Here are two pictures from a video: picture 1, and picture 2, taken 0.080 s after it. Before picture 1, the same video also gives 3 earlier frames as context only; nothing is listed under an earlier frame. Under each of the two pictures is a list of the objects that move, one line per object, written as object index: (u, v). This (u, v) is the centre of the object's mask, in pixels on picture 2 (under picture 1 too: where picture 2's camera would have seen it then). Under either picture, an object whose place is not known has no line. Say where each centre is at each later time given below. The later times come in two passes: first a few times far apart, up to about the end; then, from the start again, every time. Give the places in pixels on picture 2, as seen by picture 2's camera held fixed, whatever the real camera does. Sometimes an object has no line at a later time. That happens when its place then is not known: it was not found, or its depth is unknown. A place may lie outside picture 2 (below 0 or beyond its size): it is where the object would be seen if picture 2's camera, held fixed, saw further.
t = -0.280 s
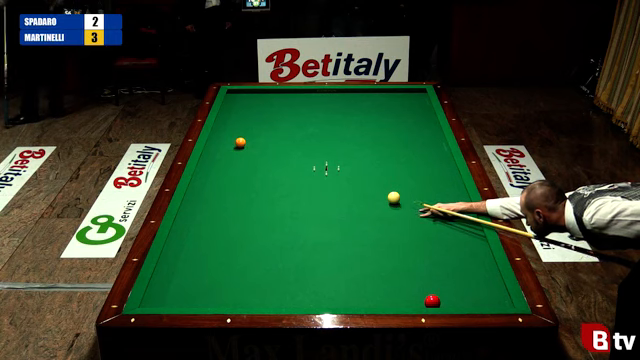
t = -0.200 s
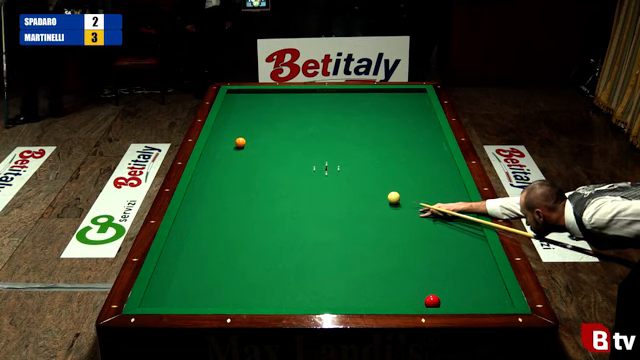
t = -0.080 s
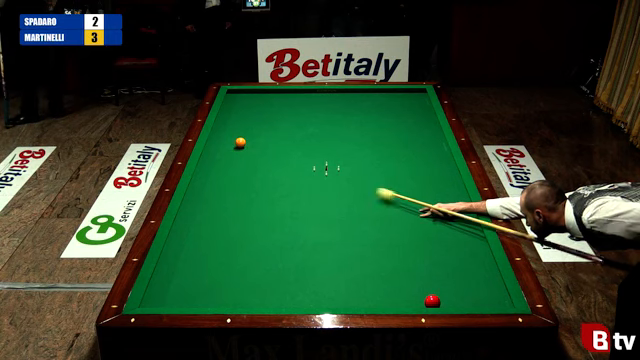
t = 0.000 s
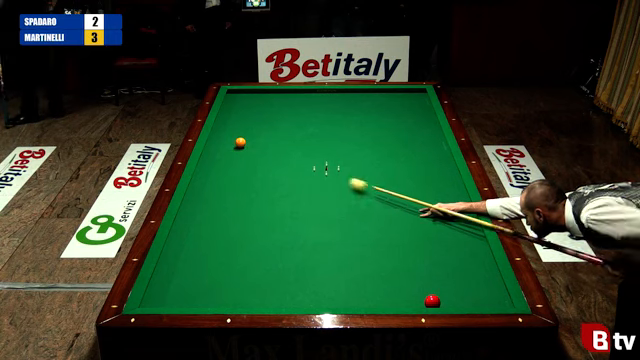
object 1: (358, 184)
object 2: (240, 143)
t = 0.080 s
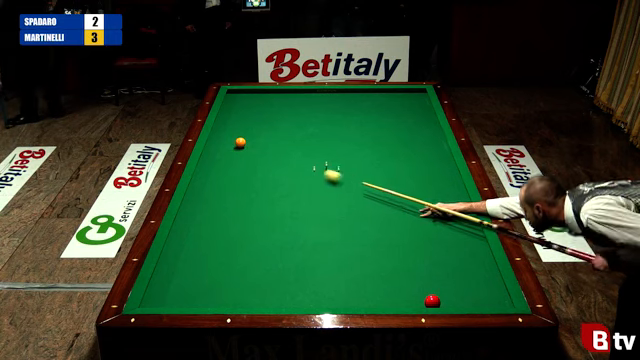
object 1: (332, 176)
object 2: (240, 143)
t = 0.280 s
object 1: (277, 156)
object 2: (240, 143)
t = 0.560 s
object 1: (235, 146)
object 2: (216, 130)
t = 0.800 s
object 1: (214, 145)
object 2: (247, 119)
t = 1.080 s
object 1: (224, 142)
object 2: (276, 110)
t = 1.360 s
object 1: (240, 139)
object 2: (302, 102)
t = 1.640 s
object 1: (255, 137)
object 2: (327, 93)
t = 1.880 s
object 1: (267, 135)
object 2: (346, 92)
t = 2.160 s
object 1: (280, 133)
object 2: (368, 96)
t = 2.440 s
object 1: (293, 131)
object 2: (391, 100)
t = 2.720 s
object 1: (306, 129)
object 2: (413, 105)
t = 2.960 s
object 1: (316, 128)
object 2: (426, 109)
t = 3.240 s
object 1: (327, 127)
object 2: (416, 114)
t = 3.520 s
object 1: (337, 125)
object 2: (406, 118)
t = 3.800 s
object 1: (347, 124)
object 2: (395, 124)
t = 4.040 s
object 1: (355, 122)
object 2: (386, 128)
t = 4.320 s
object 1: (364, 122)
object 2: (376, 133)
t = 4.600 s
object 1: (372, 121)
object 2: (365, 139)
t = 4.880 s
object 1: (380, 120)
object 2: (354, 144)
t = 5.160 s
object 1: (387, 119)
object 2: (343, 149)
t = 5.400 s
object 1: (393, 118)
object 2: (334, 154)
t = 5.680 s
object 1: (399, 117)
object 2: (324, 159)
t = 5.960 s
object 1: (405, 116)
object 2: (313, 164)
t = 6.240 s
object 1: (410, 116)
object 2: (302, 169)
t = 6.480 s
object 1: (414, 115)
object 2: (293, 174)
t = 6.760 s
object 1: (418, 115)
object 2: (282, 179)
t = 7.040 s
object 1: (422, 114)
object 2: (272, 183)
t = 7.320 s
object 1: (425, 114)
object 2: (261, 188)
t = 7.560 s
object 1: (427, 113)
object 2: (253, 193)
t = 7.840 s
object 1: (429, 113)
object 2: (243, 197)
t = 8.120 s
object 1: (430, 113)
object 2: (233, 202)
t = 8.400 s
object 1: (429, 113)
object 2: (223, 206)
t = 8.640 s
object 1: (428, 113)
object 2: (216, 210)
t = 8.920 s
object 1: (428, 113)
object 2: (207, 215)
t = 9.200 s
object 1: (428, 113)
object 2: (198, 219)
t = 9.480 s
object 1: (428, 113)
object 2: (190, 223)
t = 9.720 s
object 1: (428, 113)
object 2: (184, 226)
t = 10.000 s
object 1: (428, 113)
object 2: (177, 229)
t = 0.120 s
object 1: (320, 172)
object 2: (240, 143)
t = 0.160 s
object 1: (309, 167)
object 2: (240, 143)
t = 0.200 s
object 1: (298, 164)
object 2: (240, 143)
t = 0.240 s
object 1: (287, 160)
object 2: (240, 143)
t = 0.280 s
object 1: (277, 156)
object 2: (240, 143)
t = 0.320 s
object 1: (267, 153)
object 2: (240, 143)
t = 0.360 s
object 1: (257, 149)
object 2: (240, 143)
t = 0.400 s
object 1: (247, 146)
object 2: (239, 142)
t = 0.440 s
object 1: (243, 146)
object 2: (234, 139)
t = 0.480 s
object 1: (241, 146)
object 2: (228, 136)
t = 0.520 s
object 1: (238, 146)
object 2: (221, 133)
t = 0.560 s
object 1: (235, 146)
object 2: (216, 130)
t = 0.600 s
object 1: (232, 146)
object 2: (221, 127)
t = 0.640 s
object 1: (229, 146)
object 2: (227, 126)
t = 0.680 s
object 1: (225, 146)
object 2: (232, 124)
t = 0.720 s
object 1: (221, 145)
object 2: (237, 122)
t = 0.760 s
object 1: (217, 145)
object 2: (242, 121)
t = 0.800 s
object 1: (214, 145)
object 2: (247, 119)
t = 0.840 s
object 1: (211, 144)
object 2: (251, 118)
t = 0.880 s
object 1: (212, 144)
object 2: (255, 117)
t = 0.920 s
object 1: (215, 143)
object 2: (259, 115)
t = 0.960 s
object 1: (217, 143)
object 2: (264, 114)
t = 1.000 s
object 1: (219, 143)
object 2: (267, 113)
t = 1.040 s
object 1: (222, 142)
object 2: (272, 111)
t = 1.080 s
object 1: (224, 142)
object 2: (276, 110)
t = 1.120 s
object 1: (226, 142)
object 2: (279, 109)
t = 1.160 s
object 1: (229, 141)
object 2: (283, 108)
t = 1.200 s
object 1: (231, 141)
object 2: (287, 106)
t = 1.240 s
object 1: (233, 141)
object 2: (291, 105)
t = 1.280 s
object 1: (235, 140)
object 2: (295, 104)
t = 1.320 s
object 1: (237, 140)
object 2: (298, 103)
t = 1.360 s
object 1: (240, 139)
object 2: (302, 102)
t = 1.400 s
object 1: (242, 139)
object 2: (306, 100)
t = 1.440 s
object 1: (244, 139)
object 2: (309, 99)
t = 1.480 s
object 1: (246, 139)
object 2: (313, 98)
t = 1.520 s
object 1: (248, 138)
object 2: (317, 97)
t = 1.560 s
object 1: (250, 138)
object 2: (320, 96)
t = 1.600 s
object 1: (252, 138)
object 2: (324, 95)
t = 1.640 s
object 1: (255, 137)
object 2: (327, 93)
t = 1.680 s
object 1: (257, 137)
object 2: (330, 92)
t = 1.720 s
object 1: (259, 137)
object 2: (334, 92)
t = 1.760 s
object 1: (261, 136)
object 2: (337, 90)
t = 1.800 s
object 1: (263, 136)
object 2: (340, 91)
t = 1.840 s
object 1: (265, 136)
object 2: (343, 91)
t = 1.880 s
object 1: (267, 135)
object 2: (346, 92)
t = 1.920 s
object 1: (269, 135)
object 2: (349, 92)
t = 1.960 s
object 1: (271, 135)
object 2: (352, 93)
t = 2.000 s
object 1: (273, 135)
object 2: (356, 94)
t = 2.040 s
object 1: (275, 134)
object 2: (359, 94)
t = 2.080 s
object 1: (277, 134)
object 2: (362, 95)
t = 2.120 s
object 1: (278, 133)
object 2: (365, 96)
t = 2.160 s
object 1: (280, 133)
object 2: (368, 96)
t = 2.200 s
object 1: (283, 133)
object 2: (372, 97)
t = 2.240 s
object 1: (284, 133)
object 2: (374, 97)
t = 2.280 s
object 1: (286, 132)
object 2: (378, 98)
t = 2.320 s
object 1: (288, 132)
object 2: (381, 98)
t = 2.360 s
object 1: (290, 132)
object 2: (384, 99)
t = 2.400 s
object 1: (292, 132)
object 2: (387, 100)
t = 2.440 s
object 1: (293, 131)
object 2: (391, 100)
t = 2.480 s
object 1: (295, 131)
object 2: (394, 101)
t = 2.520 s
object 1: (297, 131)
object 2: (397, 102)
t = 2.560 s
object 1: (299, 130)
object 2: (400, 102)
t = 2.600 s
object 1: (301, 130)
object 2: (403, 103)
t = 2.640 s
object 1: (302, 130)
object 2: (406, 104)
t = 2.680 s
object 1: (304, 130)
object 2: (410, 104)
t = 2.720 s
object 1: (306, 129)
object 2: (413, 105)
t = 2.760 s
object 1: (307, 129)
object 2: (416, 106)
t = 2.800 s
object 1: (309, 129)
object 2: (419, 106)
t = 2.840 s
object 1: (311, 129)
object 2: (422, 107)
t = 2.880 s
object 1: (313, 129)
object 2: (425, 107)
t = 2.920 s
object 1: (314, 128)
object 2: (428, 108)
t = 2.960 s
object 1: (316, 128)
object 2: (426, 109)
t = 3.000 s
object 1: (317, 128)
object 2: (425, 109)
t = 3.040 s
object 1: (319, 128)
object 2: (423, 110)
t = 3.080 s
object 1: (321, 127)
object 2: (422, 111)
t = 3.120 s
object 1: (322, 127)
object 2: (420, 112)
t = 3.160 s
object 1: (324, 127)
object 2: (419, 112)
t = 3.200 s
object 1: (325, 127)
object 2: (417, 113)
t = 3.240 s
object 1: (327, 127)
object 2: (416, 114)
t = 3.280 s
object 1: (328, 126)
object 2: (414, 114)
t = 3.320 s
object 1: (330, 126)
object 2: (413, 115)
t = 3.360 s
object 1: (331, 126)
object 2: (412, 116)
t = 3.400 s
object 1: (333, 126)
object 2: (410, 117)
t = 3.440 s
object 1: (334, 125)
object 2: (409, 117)
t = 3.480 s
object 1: (336, 125)
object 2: (407, 118)
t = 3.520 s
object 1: (337, 125)
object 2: (406, 118)
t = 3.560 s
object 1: (339, 125)
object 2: (404, 119)
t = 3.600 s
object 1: (340, 125)
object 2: (403, 120)
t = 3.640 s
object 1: (342, 124)
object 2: (401, 121)
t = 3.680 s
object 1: (343, 124)
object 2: (400, 122)
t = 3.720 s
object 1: (344, 124)
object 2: (398, 122)
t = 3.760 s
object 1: (346, 124)
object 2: (397, 123)
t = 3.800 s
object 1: (347, 124)
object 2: (395, 124)
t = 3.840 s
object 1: (349, 123)
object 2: (394, 125)
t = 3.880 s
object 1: (350, 123)
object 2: (392, 125)
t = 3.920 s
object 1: (351, 123)
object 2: (391, 126)
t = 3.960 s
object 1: (352, 123)
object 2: (389, 126)
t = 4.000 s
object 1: (354, 123)
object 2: (388, 127)
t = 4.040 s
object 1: (355, 122)
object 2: (386, 128)
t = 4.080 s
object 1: (356, 122)
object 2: (385, 129)
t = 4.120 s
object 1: (358, 122)
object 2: (383, 130)
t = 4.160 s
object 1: (359, 122)
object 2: (382, 130)
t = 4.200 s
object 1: (360, 122)
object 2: (380, 131)
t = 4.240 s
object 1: (362, 122)
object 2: (379, 132)
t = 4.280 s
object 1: (363, 122)
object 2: (377, 133)
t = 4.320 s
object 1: (364, 122)
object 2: (376, 133)
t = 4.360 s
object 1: (365, 121)
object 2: (374, 134)
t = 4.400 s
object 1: (367, 121)
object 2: (373, 135)
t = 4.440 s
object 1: (368, 121)
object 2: (371, 136)
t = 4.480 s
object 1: (369, 121)
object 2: (369, 136)
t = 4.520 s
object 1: (370, 121)
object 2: (368, 137)
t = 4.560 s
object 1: (371, 121)
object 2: (366, 138)
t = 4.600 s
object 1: (372, 121)
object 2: (365, 139)
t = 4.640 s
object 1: (373, 121)
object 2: (363, 139)
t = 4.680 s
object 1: (375, 120)
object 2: (362, 140)
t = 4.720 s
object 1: (376, 120)
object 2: (360, 141)
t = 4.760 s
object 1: (377, 120)
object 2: (359, 142)
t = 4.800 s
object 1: (378, 120)
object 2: (357, 142)
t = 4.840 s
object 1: (379, 120)
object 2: (356, 143)
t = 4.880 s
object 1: (380, 120)
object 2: (354, 144)
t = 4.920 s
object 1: (381, 119)
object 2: (353, 145)
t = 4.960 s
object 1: (382, 119)
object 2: (351, 146)
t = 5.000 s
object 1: (383, 119)
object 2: (350, 146)
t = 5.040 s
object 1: (384, 119)
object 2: (348, 147)
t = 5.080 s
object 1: (385, 119)
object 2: (347, 148)
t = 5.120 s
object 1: (386, 119)
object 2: (345, 148)
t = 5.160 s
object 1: (387, 119)
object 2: (343, 149)
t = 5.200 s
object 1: (388, 119)
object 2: (342, 150)
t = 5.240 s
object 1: (389, 118)
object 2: (341, 151)
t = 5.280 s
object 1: (390, 118)
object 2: (339, 152)
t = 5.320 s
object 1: (391, 118)
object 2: (337, 152)
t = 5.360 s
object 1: (392, 118)
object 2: (336, 153)
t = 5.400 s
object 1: (393, 118)
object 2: (334, 154)
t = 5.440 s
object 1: (394, 118)
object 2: (333, 154)
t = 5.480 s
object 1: (395, 118)
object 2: (331, 155)
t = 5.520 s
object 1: (396, 117)
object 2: (330, 156)
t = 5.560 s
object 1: (397, 117)
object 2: (328, 156)
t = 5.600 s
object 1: (397, 117)
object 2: (327, 157)
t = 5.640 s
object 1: (398, 117)
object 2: (325, 158)
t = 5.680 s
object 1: (399, 117)
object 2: (324, 159)
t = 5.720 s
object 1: (400, 117)
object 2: (322, 159)
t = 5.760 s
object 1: (401, 117)
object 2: (321, 160)
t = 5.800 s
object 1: (402, 117)
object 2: (319, 161)
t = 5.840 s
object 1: (402, 117)
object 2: (317, 161)
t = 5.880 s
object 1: (403, 117)
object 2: (316, 162)
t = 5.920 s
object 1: (404, 117)
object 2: (314, 163)
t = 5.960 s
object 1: (405, 116)
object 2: (313, 164)
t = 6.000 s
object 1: (406, 116)
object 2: (311, 165)
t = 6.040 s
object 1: (406, 116)
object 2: (310, 165)
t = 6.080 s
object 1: (407, 116)
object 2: (308, 166)
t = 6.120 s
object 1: (408, 116)
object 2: (307, 167)
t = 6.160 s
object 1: (409, 116)
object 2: (305, 168)
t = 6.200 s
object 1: (409, 116)
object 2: (304, 168)
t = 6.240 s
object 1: (410, 116)
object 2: (302, 169)
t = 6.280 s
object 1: (411, 116)
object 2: (300, 170)
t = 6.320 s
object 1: (411, 116)
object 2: (299, 170)
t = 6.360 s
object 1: (412, 115)
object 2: (297, 171)
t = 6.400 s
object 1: (413, 115)
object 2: (296, 172)
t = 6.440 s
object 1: (413, 115)
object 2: (294, 173)
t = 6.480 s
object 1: (414, 115)
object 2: (293, 174)
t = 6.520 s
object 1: (414, 115)
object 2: (291, 174)
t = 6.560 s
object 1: (415, 115)
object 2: (290, 175)
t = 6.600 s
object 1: (416, 115)
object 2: (288, 176)
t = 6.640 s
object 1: (416, 115)
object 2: (287, 177)
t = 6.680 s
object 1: (417, 115)
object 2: (285, 177)
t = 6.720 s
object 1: (418, 115)
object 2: (284, 178)
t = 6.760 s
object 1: (418, 115)
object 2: (282, 179)
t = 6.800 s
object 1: (418, 115)
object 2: (281, 179)
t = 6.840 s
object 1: (419, 115)
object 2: (279, 180)
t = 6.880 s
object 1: (420, 115)
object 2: (278, 181)
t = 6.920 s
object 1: (420, 114)
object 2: (276, 181)
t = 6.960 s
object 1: (421, 114)
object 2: (275, 182)
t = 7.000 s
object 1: (421, 114)
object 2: (273, 183)
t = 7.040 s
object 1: (422, 114)
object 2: (272, 183)
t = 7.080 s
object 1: (422, 114)
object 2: (270, 184)
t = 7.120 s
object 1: (423, 114)
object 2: (269, 185)
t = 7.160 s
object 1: (423, 114)
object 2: (267, 186)
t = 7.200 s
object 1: (424, 114)
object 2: (266, 186)
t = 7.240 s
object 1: (424, 114)
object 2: (265, 187)
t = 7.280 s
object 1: (424, 114)
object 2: (263, 188)
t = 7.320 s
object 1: (425, 114)
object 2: (261, 188)
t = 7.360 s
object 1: (425, 114)
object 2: (260, 189)
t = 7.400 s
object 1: (426, 114)
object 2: (259, 190)
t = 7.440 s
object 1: (426, 114)
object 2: (257, 191)
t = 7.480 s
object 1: (426, 114)
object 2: (256, 191)
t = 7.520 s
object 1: (427, 113)
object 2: (254, 192)
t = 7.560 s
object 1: (427, 113)
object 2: (253, 193)
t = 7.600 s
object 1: (427, 113)
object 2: (251, 193)
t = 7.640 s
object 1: (428, 113)
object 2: (250, 194)
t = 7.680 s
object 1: (428, 113)
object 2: (248, 195)
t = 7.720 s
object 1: (429, 113)
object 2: (247, 195)
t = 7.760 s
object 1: (429, 113)
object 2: (246, 196)
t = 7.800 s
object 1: (429, 113)
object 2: (244, 197)
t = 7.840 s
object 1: (429, 113)
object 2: (243, 197)
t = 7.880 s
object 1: (430, 113)
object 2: (242, 198)
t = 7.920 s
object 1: (430, 113)
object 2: (240, 199)
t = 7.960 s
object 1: (430, 113)
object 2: (239, 199)
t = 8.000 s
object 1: (430, 113)
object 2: (237, 200)
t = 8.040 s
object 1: (430, 113)
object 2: (236, 201)
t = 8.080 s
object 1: (430, 113)
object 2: (234, 201)
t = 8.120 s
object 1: (430, 113)
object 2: (233, 202)
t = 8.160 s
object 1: (430, 113)
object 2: (232, 203)
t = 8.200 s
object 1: (429, 113)
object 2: (230, 203)
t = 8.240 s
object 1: (429, 113)
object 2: (229, 204)
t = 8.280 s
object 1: (429, 113)
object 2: (227, 205)
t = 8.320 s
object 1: (429, 113)
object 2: (226, 205)
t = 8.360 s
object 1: (429, 113)
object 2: (225, 206)
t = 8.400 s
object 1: (429, 113)
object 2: (223, 206)
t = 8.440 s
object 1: (429, 113)
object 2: (222, 207)
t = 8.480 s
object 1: (429, 113)
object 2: (221, 208)
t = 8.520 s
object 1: (429, 113)
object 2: (219, 209)
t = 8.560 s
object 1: (429, 113)
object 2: (218, 209)
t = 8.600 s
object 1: (429, 113)
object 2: (217, 210)
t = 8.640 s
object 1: (428, 113)
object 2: (216, 210)
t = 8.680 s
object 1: (428, 113)
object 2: (214, 211)
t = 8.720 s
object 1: (428, 113)
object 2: (213, 211)
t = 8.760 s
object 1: (428, 113)
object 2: (212, 212)
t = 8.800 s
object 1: (428, 113)
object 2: (210, 213)
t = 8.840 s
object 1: (428, 113)
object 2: (209, 213)
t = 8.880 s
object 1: (428, 113)
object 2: (208, 214)
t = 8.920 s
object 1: (428, 113)
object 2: (207, 215)
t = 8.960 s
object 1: (428, 113)
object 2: (206, 215)
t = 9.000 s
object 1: (428, 113)
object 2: (204, 216)
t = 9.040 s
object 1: (428, 113)
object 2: (203, 216)
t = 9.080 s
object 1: (428, 113)
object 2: (202, 217)
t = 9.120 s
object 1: (428, 113)
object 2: (200, 218)
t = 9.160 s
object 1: (428, 113)
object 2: (199, 218)
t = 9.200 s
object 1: (428, 113)
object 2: (198, 219)
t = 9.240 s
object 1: (428, 113)
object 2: (197, 219)
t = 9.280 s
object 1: (428, 113)
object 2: (196, 220)
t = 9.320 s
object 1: (428, 113)
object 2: (195, 221)
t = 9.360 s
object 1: (428, 113)
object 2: (193, 221)
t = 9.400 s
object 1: (428, 113)
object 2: (192, 222)
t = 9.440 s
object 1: (428, 113)
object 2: (191, 222)
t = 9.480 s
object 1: (428, 113)
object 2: (190, 223)
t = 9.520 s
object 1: (428, 113)
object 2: (189, 223)
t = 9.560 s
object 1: (428, 113)
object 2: (188, 224)
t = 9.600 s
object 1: (428, 113)
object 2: (187, 224)
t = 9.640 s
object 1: (428, 113)
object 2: (186, 225)
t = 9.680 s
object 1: (428, 113)
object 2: (185, 225)
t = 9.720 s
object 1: (428, 113)
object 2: (184, 226)
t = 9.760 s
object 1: (428, 113)
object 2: (183, 226)
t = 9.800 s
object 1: (428, 113)
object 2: (182, 227)
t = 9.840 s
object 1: (428, 113)
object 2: (181, 227)
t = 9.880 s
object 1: (428, 113)
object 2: (180, 228)
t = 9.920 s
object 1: (428, 113)
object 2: (178, 229)
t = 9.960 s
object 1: (428, 113)
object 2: (178, 229)
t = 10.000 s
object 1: (428, 113)
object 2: (177, 229)
